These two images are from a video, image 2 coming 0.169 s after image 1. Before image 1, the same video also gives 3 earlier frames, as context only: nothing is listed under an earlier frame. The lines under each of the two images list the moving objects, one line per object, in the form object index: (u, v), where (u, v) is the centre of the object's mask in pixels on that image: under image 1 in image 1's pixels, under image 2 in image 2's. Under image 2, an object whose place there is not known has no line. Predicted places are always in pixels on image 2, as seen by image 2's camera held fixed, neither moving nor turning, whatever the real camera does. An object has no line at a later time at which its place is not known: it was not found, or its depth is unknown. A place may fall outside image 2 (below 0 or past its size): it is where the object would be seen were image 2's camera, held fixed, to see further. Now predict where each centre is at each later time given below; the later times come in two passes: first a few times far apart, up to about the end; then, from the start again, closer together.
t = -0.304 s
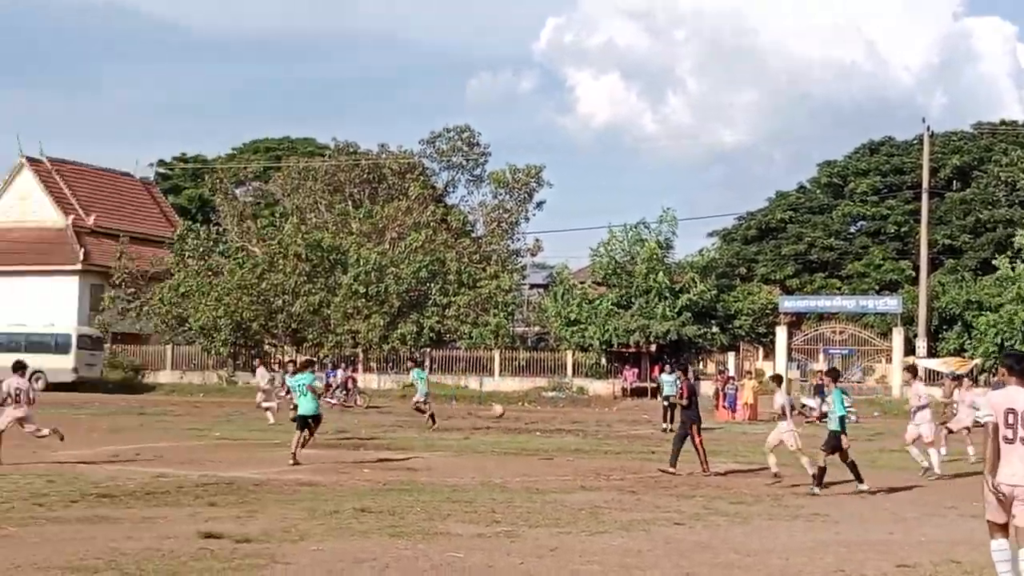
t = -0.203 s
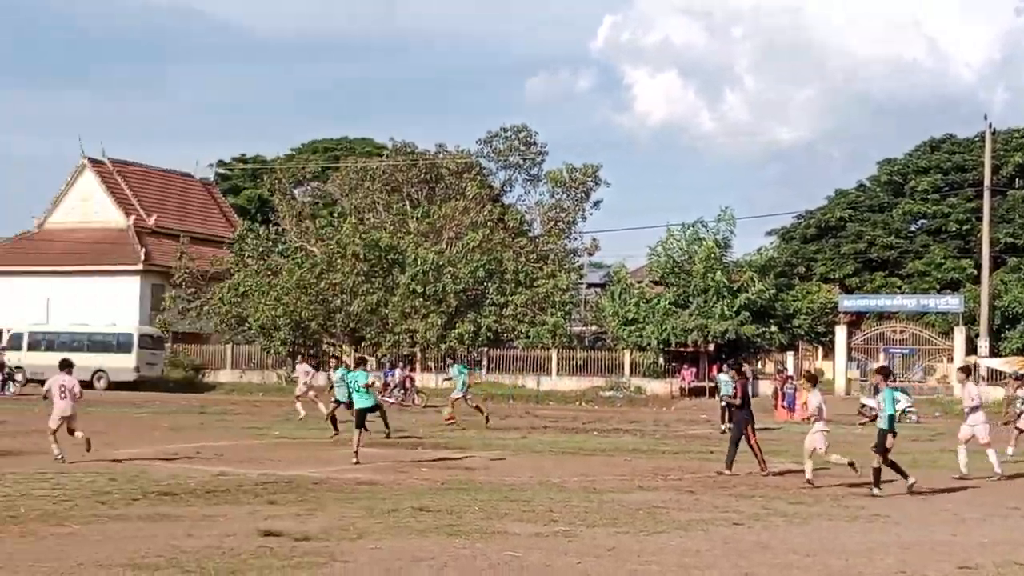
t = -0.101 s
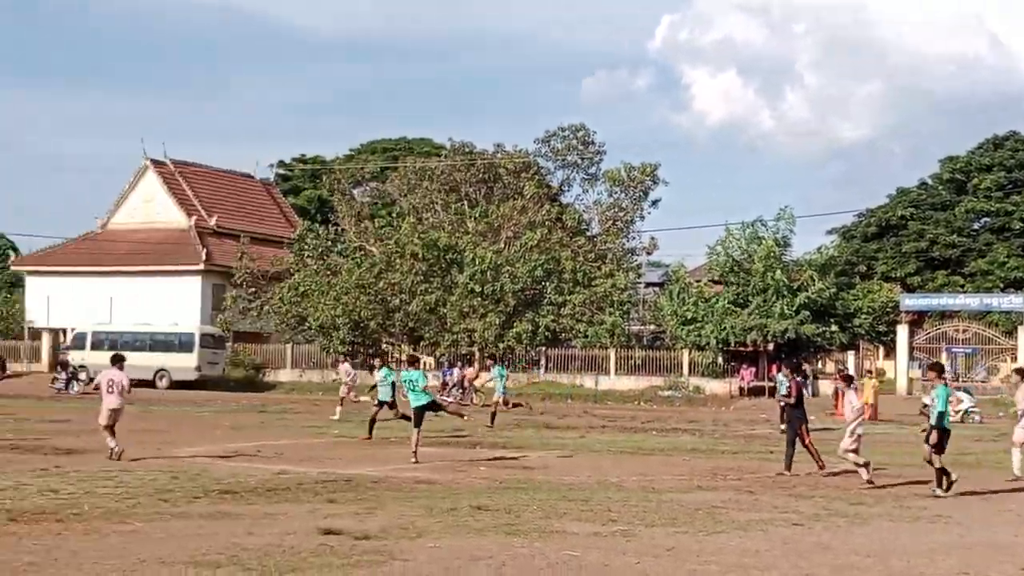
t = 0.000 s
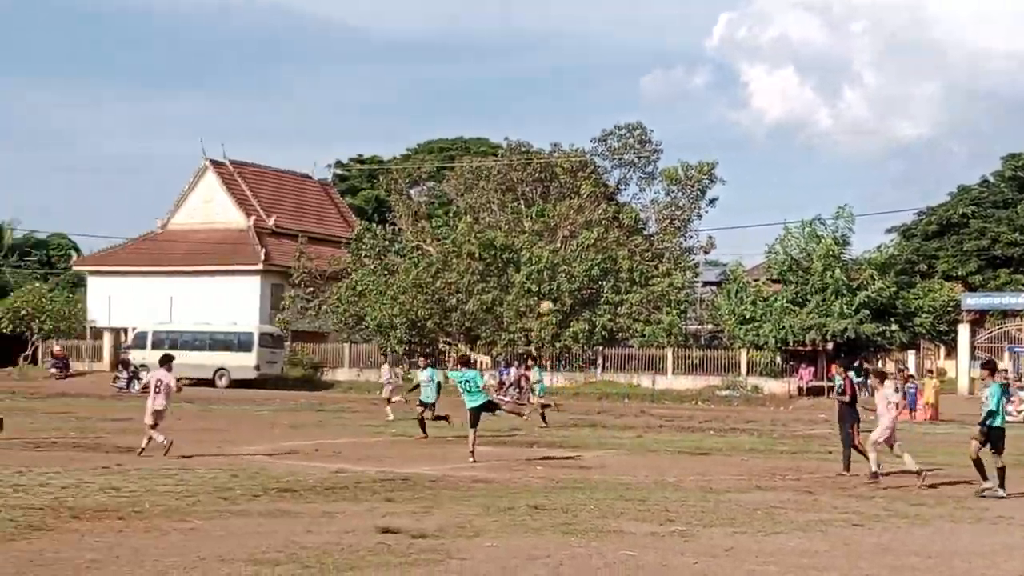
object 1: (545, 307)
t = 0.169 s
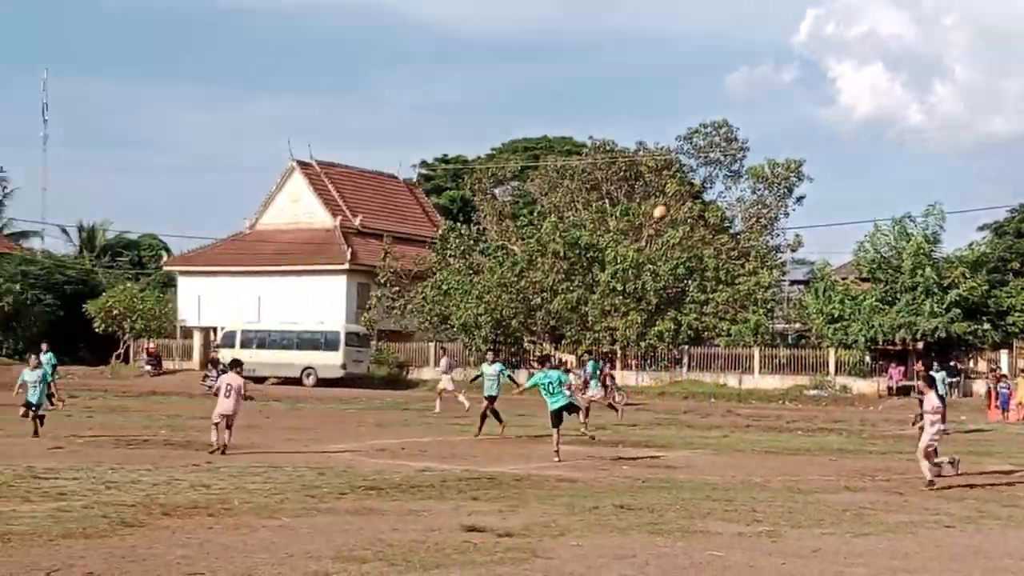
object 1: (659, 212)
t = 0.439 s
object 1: (704, 100)
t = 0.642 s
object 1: (737, 46)
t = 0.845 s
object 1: (770, 19)
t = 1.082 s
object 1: (811, 21)
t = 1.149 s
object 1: (824, 30)
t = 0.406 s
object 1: (698, 111)
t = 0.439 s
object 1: (704, 100)
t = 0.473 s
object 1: (709, 89)
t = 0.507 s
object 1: (715, 80)
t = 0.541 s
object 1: (720, 70)
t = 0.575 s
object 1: (725, 62)
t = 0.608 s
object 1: (732, 54)
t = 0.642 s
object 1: (737, 46)
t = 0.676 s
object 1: (743, 40)
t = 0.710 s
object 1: (748, 34)
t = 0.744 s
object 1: (753, 29)
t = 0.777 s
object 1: (759, 25)
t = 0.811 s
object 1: (764, 22)
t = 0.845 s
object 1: (770, 19)
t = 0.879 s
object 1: (775, 17)
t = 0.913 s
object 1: (782, 16)
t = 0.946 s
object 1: (788, 15)
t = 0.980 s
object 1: (793, 15)
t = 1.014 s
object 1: (799, 16)
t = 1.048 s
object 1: (805, 19)
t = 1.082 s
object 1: (811, 21)
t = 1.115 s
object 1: (818, 25)
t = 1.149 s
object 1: (824, 30)
